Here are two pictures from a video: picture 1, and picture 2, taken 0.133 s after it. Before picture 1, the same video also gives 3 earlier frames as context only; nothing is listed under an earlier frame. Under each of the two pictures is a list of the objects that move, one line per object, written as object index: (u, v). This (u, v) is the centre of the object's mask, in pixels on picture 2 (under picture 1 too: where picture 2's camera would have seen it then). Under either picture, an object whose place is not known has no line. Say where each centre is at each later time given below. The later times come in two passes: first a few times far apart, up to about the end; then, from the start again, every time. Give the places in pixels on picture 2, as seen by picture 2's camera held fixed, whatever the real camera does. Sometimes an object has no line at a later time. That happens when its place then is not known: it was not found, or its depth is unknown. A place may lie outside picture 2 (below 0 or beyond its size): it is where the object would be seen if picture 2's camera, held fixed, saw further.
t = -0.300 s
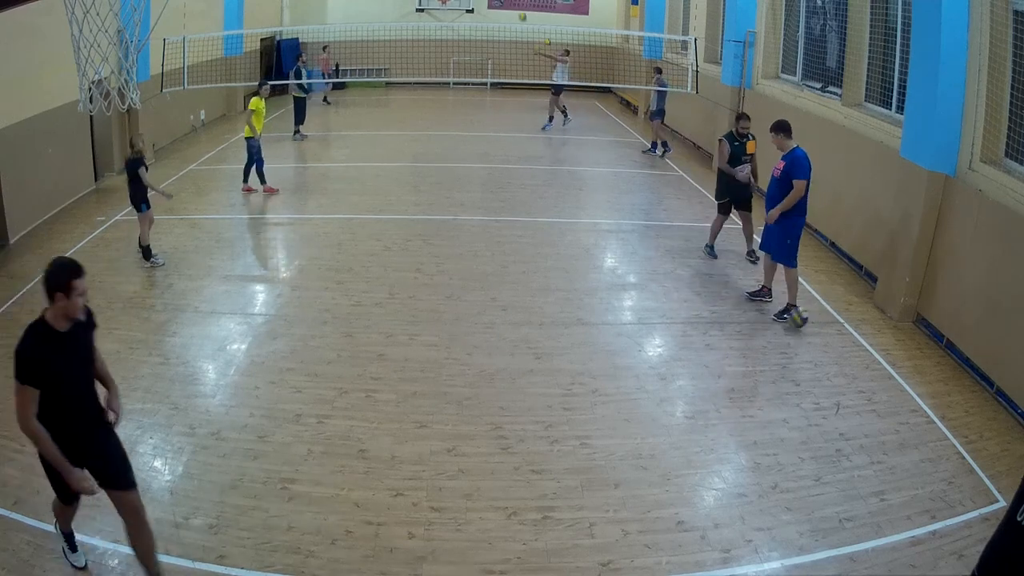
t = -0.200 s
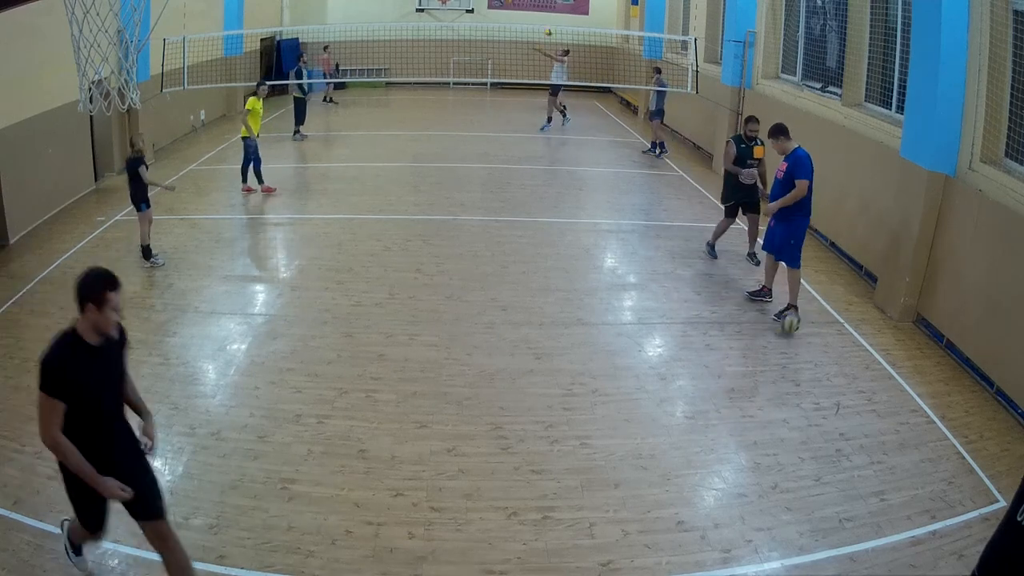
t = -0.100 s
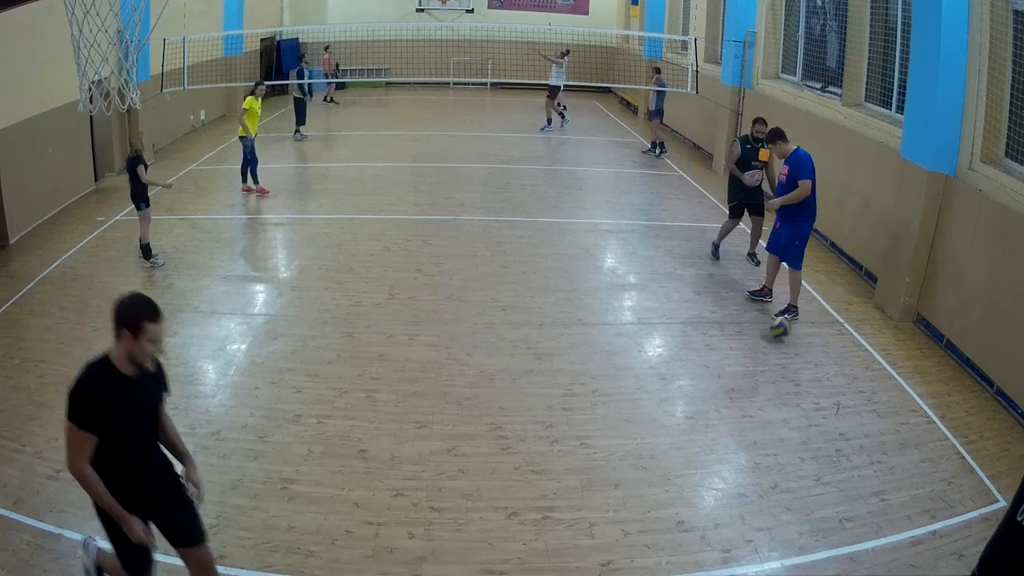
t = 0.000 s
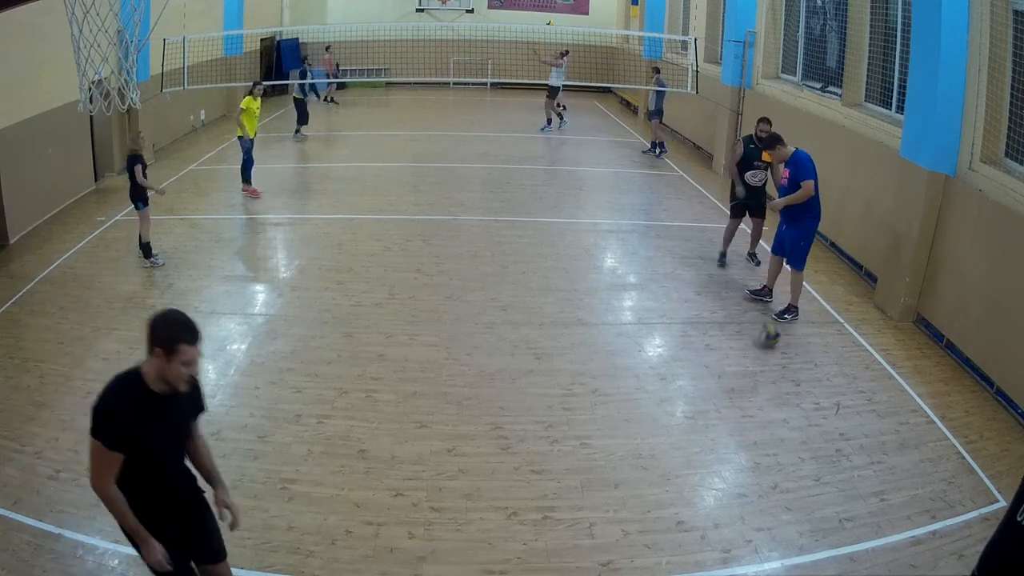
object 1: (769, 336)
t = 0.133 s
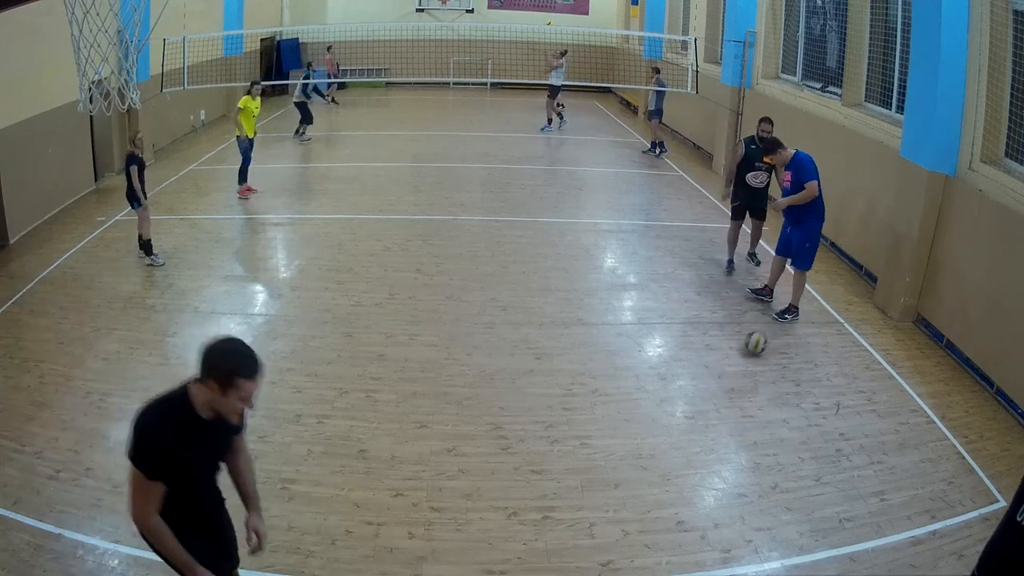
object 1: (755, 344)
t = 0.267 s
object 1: (741, 351)
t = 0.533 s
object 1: (707, 369)
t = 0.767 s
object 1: (674, 384)
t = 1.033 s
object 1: (631, 405)
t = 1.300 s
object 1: (581, 423)
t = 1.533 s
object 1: (533, 438)
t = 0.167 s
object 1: (751, 345)
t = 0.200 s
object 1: (748, 346)
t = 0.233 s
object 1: (743, 350)
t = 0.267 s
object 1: (741, 351)
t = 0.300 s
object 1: (737, 353)
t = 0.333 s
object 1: (733, 355)
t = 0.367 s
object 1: (728, 358)
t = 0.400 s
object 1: (724, 359)
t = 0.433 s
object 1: (720, 363)
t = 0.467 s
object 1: (716, 363)
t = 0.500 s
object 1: (712, 366)
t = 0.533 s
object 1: (707, 369)
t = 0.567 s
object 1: (703, 371)
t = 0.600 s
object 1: (698, 373)
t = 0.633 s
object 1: (694, 375)
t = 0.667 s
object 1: (689, 377)
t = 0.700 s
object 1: (684, 380)
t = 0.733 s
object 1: (679, 382)
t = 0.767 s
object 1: (674, 384)
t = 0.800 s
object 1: (669, 387)
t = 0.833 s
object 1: (664, 389)
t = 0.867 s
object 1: (659, 391)
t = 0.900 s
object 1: (654, 394)
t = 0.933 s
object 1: (648, 397)
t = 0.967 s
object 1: (643, 399)
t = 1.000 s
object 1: (637, 401)
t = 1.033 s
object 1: (631, 405)
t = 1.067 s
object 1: (626, 407)
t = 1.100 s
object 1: (620, 409)
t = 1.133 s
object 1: (613, 411)
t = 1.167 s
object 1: (607, 414)
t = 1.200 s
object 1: (601, 416)
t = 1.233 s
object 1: (595, 417)
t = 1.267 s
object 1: (588, 421)
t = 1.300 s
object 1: (581, 423)
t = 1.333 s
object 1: (575, 424)
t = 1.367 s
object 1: (567, 427)
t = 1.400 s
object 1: (561, 430)
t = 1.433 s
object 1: (554, 433)
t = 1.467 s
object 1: (547, 434)
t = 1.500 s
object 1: (539, 436)
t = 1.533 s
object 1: (533, 438)
